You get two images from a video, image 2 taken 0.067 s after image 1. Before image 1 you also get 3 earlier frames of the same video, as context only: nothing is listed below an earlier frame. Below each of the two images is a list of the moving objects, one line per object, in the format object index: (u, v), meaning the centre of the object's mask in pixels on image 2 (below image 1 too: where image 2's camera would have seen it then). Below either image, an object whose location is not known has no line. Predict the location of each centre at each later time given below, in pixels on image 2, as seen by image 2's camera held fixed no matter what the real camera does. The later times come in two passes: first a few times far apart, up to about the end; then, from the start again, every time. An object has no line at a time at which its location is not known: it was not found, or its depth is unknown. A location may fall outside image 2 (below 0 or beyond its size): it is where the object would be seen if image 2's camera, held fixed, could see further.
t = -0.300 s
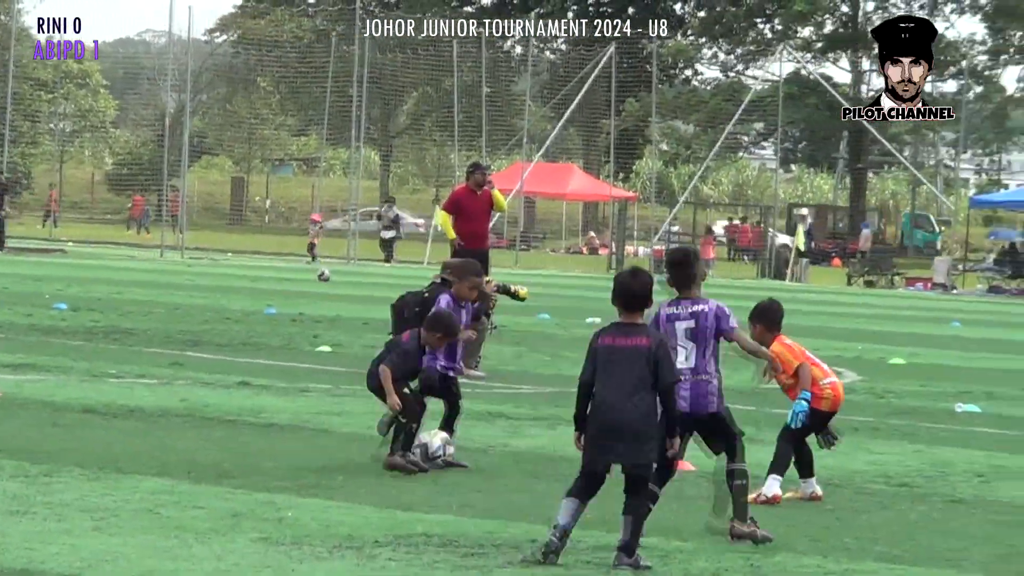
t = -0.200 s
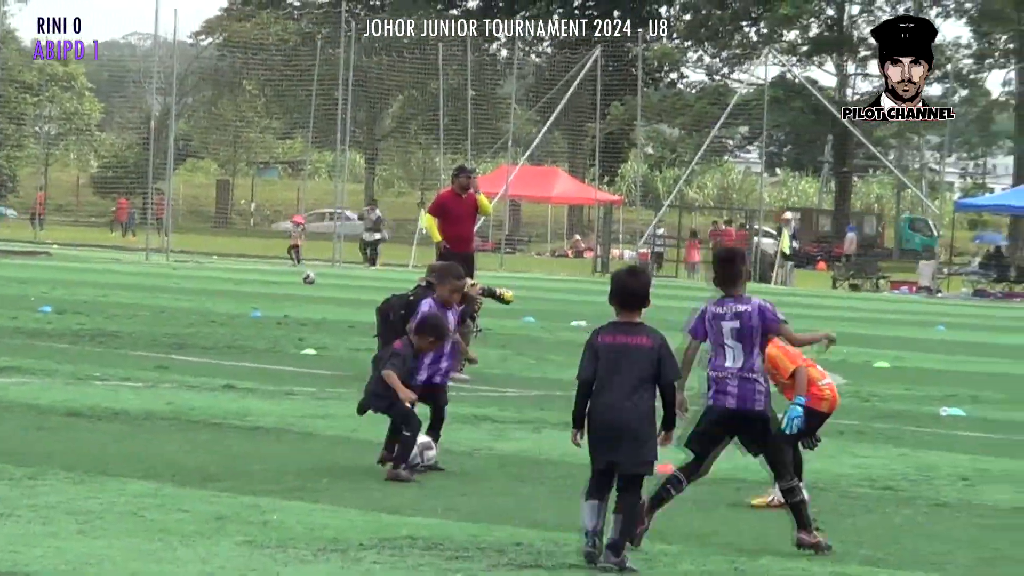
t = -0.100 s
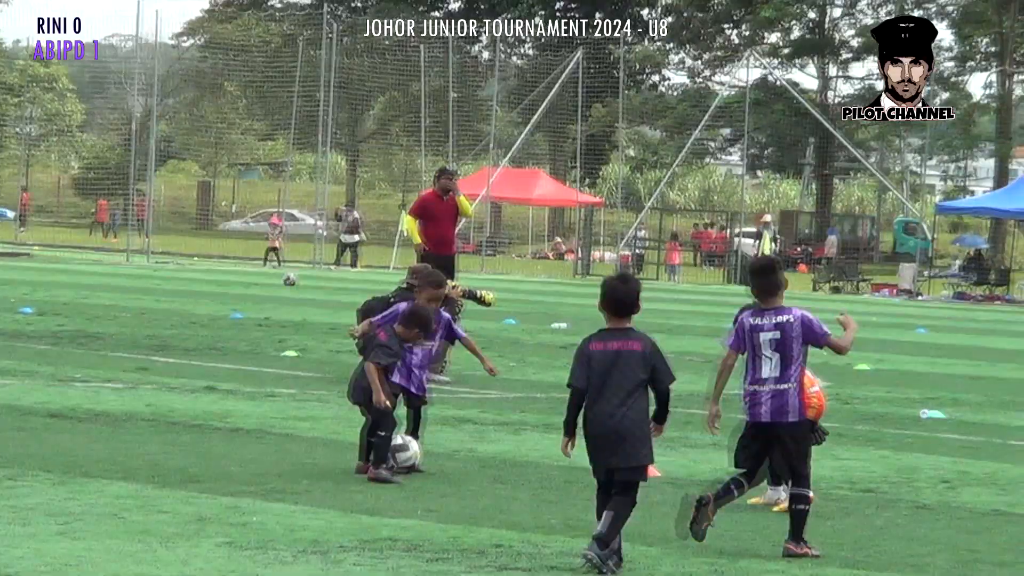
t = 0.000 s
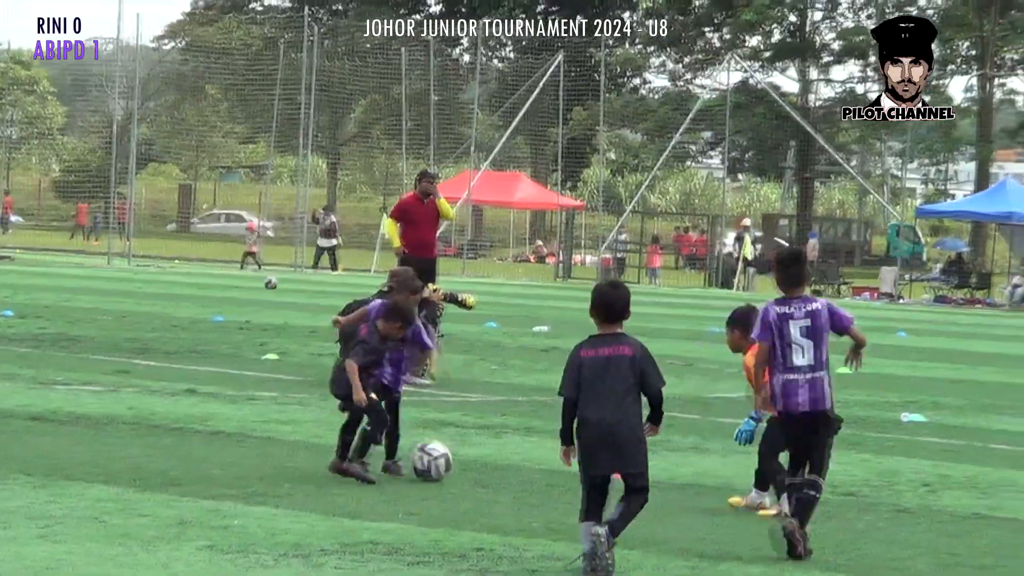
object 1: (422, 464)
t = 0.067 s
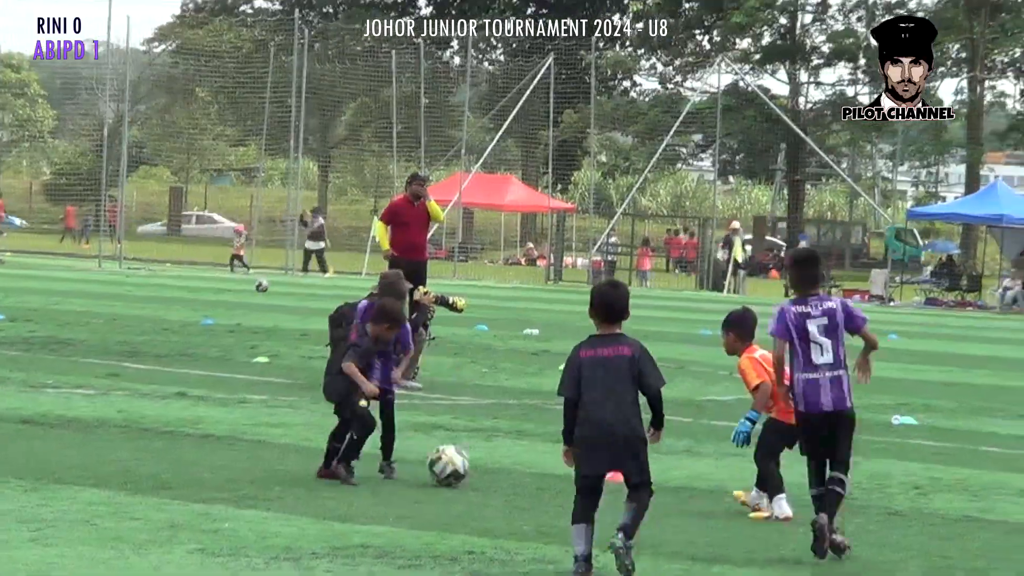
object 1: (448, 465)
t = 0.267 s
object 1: (515, 473)
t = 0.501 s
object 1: (584, 480)
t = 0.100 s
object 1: (463, 466)
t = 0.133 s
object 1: (475, 468)
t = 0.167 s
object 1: (486, 471)
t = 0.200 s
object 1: (497, 471)
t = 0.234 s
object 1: (506, 471)
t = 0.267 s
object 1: (515, 473)
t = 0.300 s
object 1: (526, 475)
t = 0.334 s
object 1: (535, 475)
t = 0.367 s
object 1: (545, 476)
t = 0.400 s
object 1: (556, 477)
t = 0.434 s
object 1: (565, 478)
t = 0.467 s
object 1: (573, 480)
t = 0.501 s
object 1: (584, 480)
